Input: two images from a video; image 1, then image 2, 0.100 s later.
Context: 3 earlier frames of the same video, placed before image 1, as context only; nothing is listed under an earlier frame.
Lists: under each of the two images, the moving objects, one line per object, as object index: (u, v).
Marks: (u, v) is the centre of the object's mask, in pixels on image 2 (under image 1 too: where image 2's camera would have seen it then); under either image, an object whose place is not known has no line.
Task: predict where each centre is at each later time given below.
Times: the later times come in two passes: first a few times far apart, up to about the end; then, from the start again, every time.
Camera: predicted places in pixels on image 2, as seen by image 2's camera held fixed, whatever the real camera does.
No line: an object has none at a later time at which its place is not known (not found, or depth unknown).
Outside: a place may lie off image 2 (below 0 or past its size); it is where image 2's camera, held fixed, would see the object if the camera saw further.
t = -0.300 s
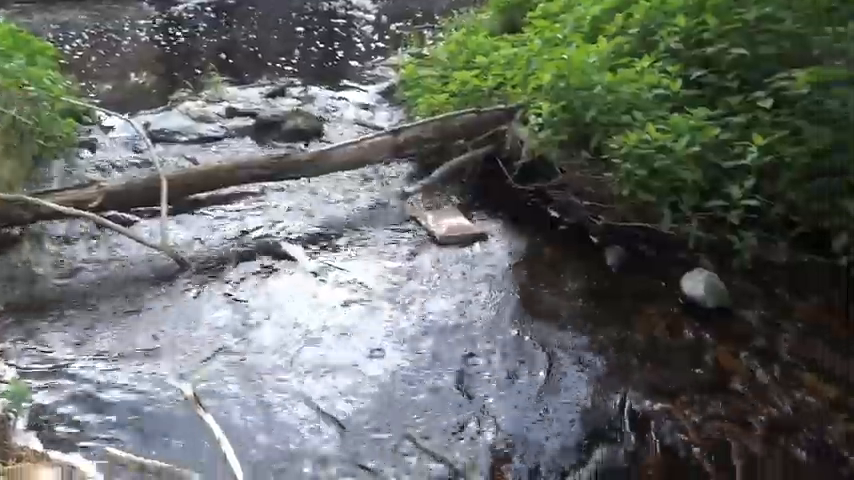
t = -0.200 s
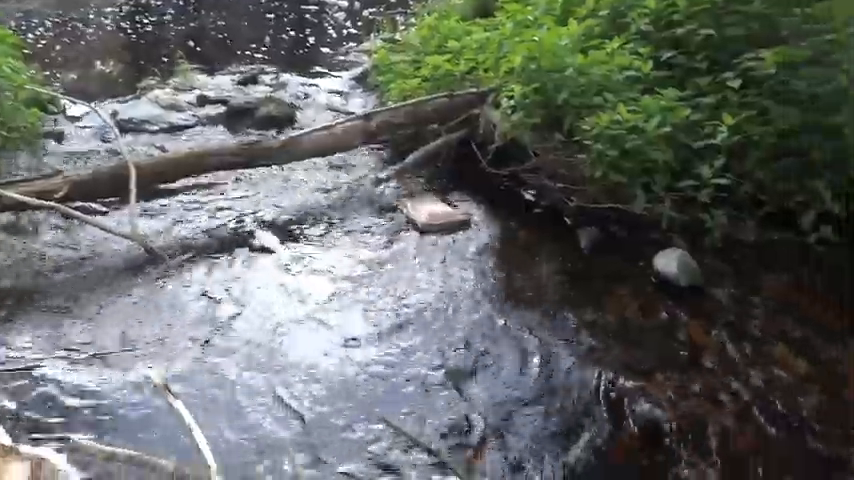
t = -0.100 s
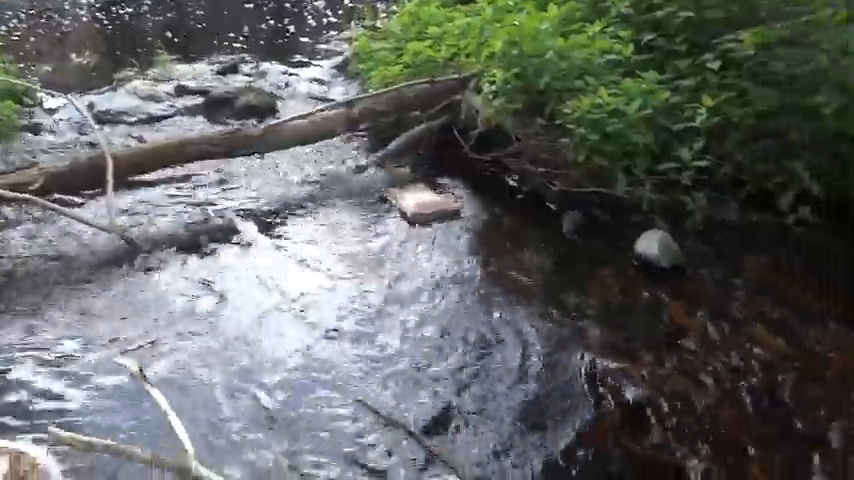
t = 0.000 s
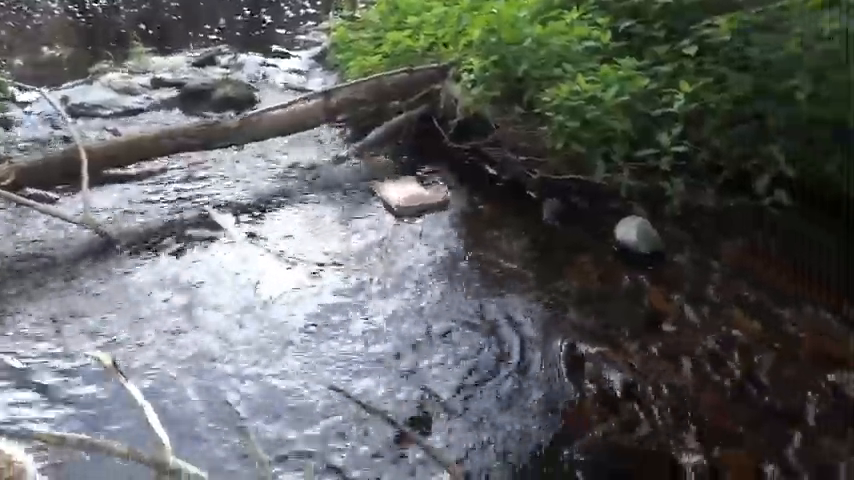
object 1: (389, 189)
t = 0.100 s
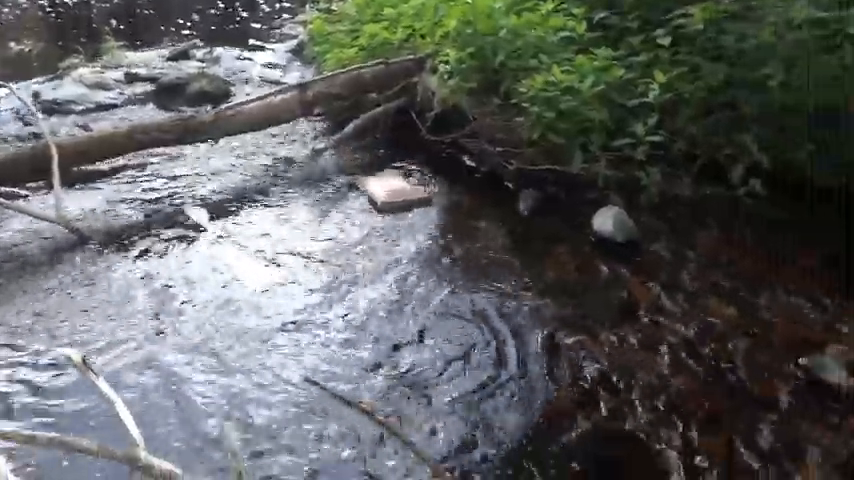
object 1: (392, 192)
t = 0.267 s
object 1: (402, 195)
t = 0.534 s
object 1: (415, 201)
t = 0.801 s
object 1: (427, 207)
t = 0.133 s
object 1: (392, 192)
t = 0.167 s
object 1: (396, 193)
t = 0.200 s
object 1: (396, 194)
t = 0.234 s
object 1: (400, 194)
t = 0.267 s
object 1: (402, 195)
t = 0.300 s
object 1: (405, 196)
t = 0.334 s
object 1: (403, 197)
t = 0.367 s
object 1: (405, 197)
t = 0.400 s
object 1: (408, 199)
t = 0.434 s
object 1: (408, 199)
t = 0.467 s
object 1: (410, 199)
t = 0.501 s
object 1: (412, 200)
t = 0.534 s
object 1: (415, 201)
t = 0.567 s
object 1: (417, 202)
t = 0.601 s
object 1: (418, 203)
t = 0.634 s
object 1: (419, 203)
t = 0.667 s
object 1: (420, 204)
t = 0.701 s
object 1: (421, 205)
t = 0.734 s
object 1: (424, 206)
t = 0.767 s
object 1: (426, 206)
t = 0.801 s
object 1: (427, 207)
